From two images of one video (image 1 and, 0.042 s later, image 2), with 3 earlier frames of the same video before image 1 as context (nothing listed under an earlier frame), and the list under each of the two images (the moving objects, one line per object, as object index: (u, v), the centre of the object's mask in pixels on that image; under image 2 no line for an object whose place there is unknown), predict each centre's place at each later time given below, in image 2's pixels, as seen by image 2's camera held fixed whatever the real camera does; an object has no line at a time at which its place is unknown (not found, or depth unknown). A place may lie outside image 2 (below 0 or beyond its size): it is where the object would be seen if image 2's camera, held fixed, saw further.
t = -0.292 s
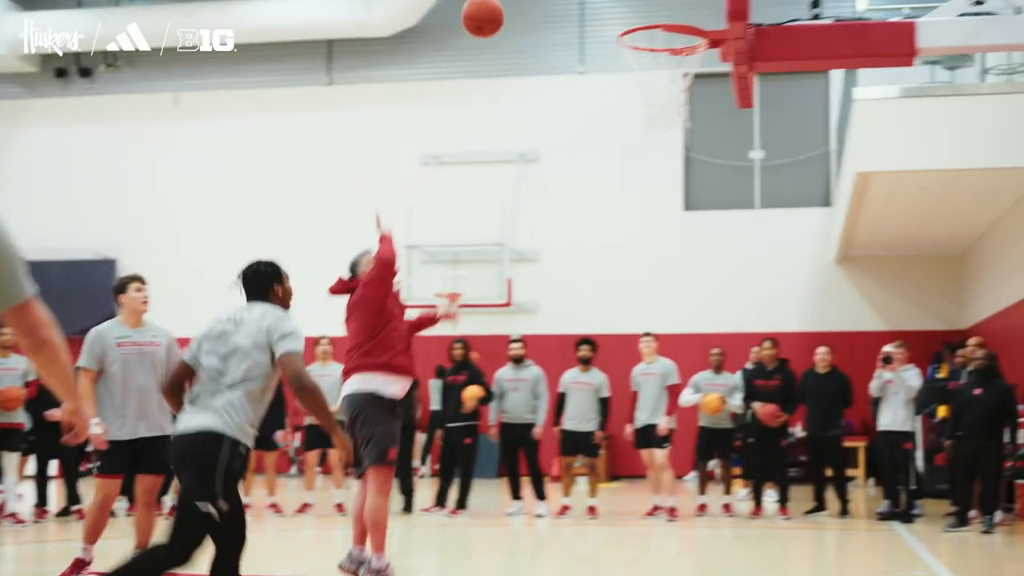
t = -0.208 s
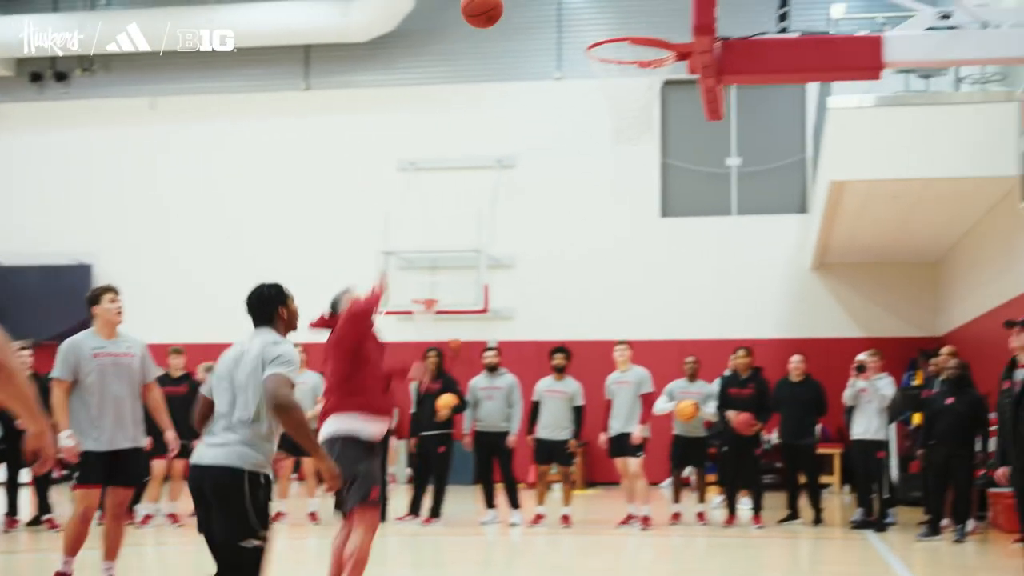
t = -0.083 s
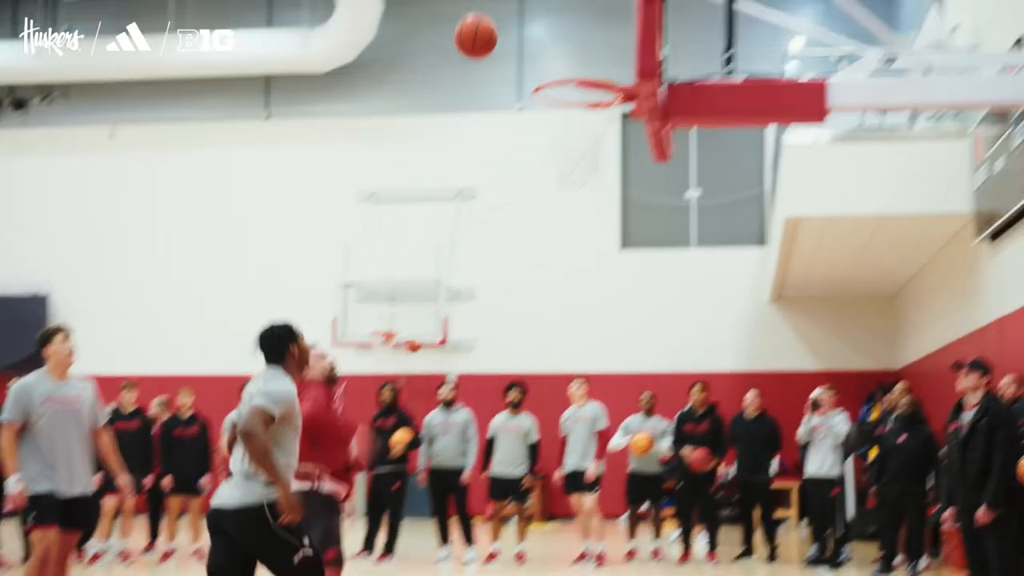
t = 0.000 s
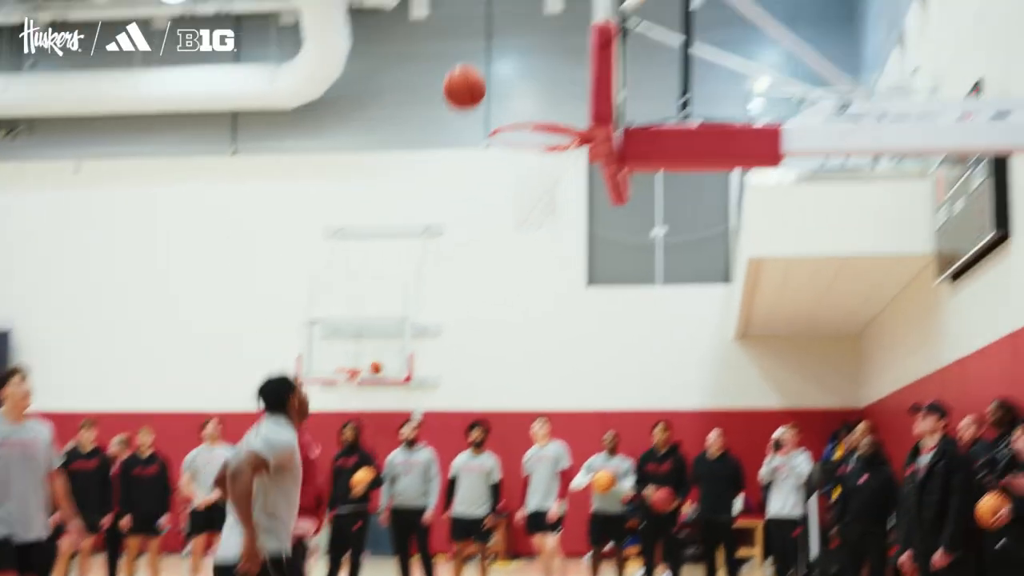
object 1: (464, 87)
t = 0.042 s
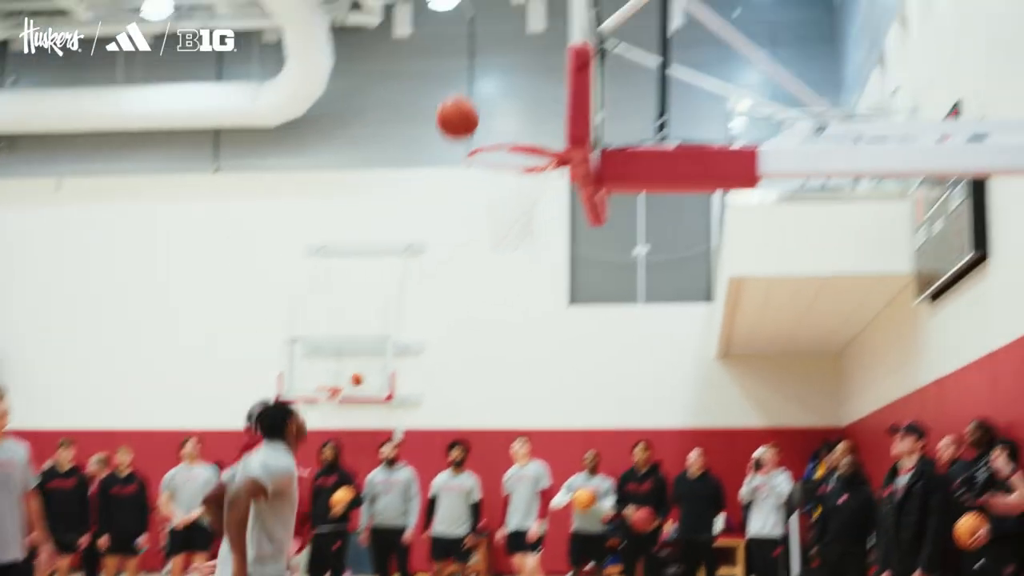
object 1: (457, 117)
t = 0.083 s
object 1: (471, 130)
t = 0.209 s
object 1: (499, 126)
